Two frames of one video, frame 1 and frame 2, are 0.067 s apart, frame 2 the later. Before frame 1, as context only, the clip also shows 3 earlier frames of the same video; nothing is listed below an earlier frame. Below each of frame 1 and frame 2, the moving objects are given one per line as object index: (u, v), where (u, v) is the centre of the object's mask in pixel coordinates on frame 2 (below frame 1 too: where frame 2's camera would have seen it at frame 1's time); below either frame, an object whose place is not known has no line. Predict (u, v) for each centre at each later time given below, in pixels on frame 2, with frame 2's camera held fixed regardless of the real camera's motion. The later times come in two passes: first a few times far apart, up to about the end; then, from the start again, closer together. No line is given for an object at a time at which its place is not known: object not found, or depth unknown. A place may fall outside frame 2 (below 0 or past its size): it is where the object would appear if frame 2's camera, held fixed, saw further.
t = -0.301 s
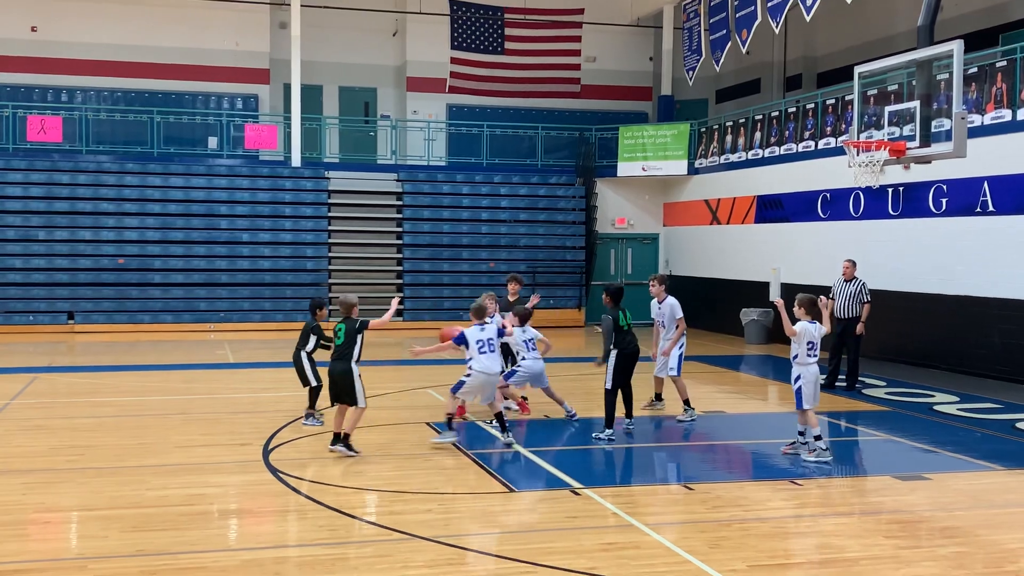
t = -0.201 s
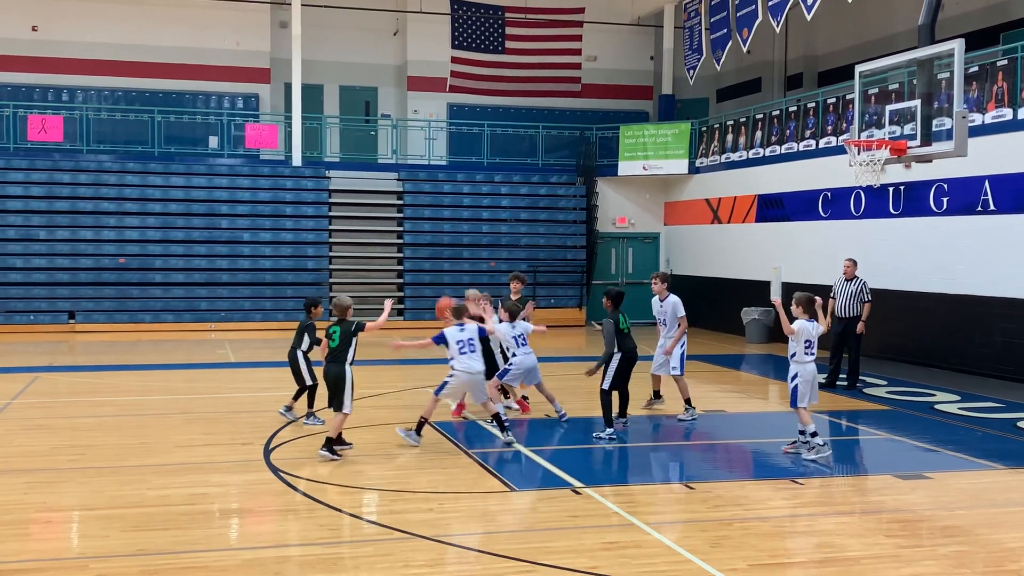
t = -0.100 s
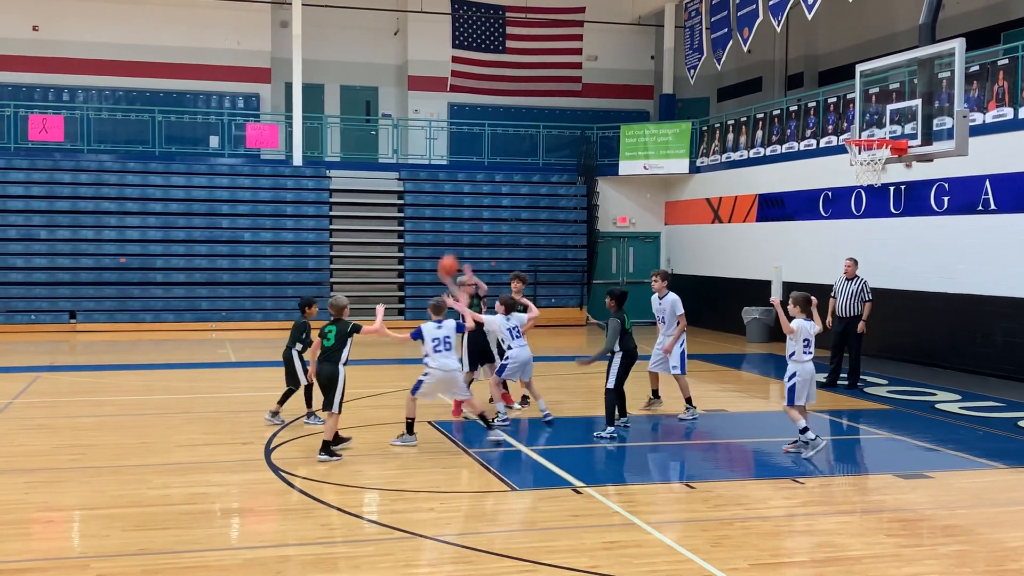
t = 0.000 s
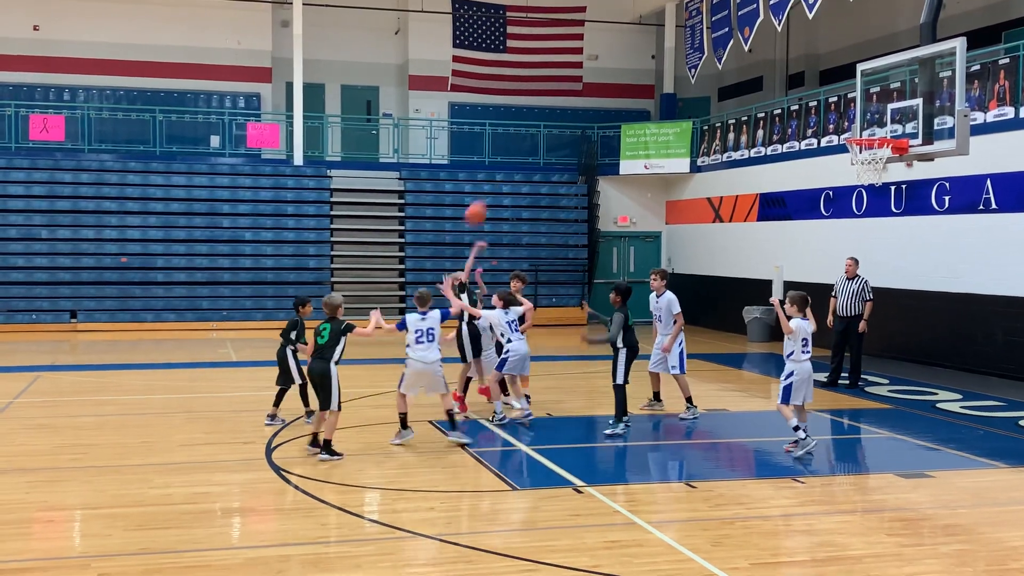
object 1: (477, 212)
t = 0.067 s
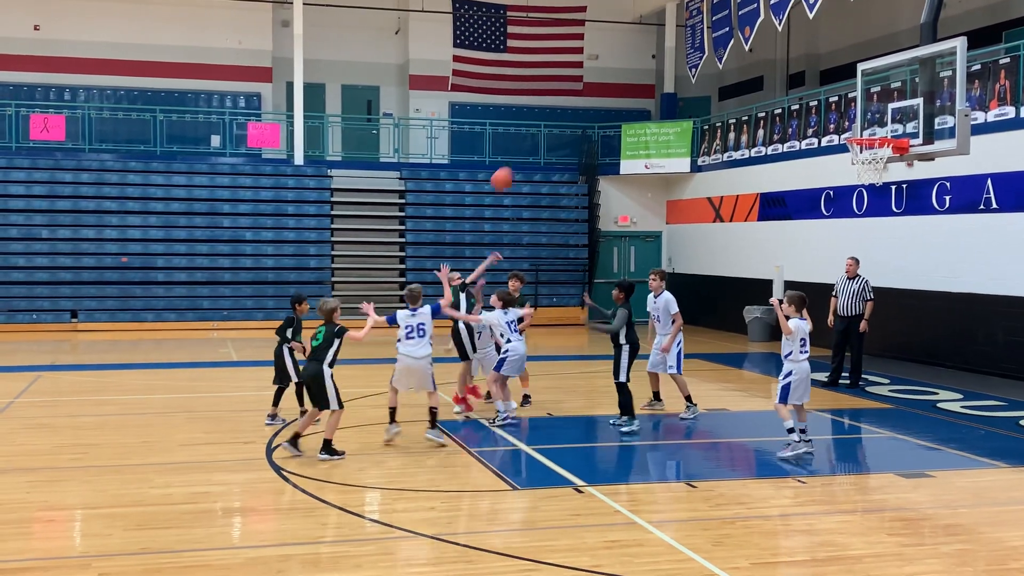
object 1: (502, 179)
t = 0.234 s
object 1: (567, 113)
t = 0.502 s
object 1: (669, 55)
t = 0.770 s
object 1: (771, 63)
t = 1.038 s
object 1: (875, 135)
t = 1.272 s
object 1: (873, 151)
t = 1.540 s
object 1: (861, 179)
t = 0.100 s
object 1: (515, 164)
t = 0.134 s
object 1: (527, 150)
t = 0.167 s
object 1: (541, 136)
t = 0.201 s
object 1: (554, 124)
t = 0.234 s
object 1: (567, 113)
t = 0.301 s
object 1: (593, 92)
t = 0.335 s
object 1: (604, 84)
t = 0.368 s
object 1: (618, 76)
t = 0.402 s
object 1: (630, 69)
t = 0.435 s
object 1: (643, 63)
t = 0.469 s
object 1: (656, 59)
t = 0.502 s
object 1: (669, 55)
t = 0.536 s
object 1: (682, 53)
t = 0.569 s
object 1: (694, 51)
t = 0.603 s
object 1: (708, 50)
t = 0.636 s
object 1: (720, 51)
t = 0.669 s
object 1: (733, 52)
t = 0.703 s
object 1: (746, 55)
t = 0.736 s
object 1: (758, 59)
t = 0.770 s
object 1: (771, 63)
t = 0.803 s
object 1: (784, 69)
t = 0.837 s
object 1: (797, 76)
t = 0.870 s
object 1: (810, 83)
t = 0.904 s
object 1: (823, 92)
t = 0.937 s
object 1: (836, 102)
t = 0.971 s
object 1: (848, 113)
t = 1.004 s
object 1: (861, 125)
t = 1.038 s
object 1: (875, 135)
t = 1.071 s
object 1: (876, 146)
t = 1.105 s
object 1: (883, 153)
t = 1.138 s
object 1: (884, 155)
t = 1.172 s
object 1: (882, 155)
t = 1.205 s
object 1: (880, 154)
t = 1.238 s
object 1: (876, 152)
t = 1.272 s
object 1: (873, 151)
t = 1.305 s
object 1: (870, 152)
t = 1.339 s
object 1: (868, 153)
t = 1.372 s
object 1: (865, 156)
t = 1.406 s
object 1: (863, 162)
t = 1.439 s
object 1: (862, 165)
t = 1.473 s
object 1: (861, 169)
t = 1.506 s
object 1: (860, 175)
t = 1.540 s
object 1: (861, 179)
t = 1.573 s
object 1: (861, 187)
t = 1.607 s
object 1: (862, 193)
